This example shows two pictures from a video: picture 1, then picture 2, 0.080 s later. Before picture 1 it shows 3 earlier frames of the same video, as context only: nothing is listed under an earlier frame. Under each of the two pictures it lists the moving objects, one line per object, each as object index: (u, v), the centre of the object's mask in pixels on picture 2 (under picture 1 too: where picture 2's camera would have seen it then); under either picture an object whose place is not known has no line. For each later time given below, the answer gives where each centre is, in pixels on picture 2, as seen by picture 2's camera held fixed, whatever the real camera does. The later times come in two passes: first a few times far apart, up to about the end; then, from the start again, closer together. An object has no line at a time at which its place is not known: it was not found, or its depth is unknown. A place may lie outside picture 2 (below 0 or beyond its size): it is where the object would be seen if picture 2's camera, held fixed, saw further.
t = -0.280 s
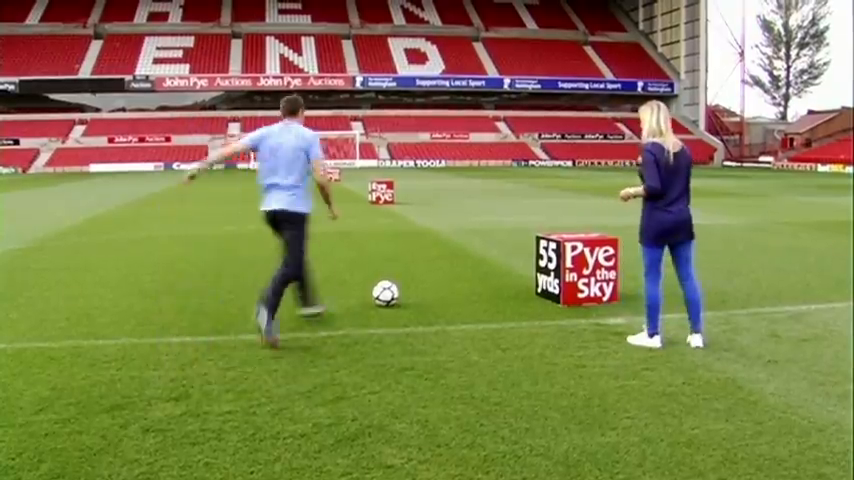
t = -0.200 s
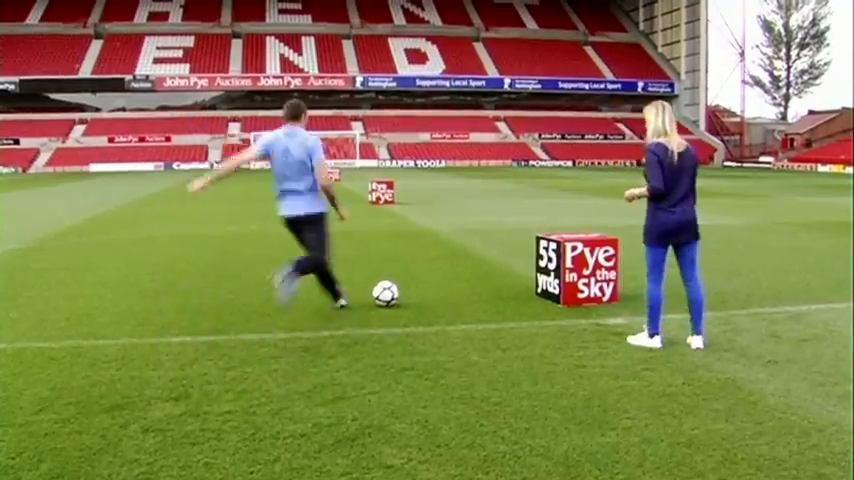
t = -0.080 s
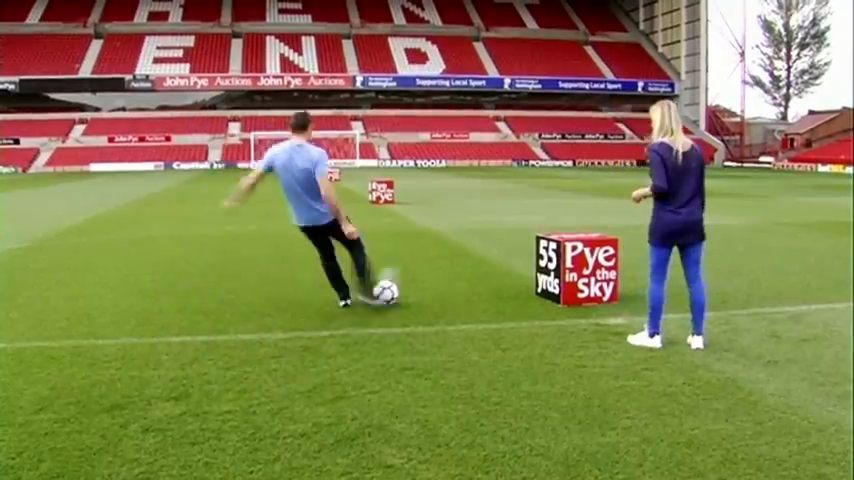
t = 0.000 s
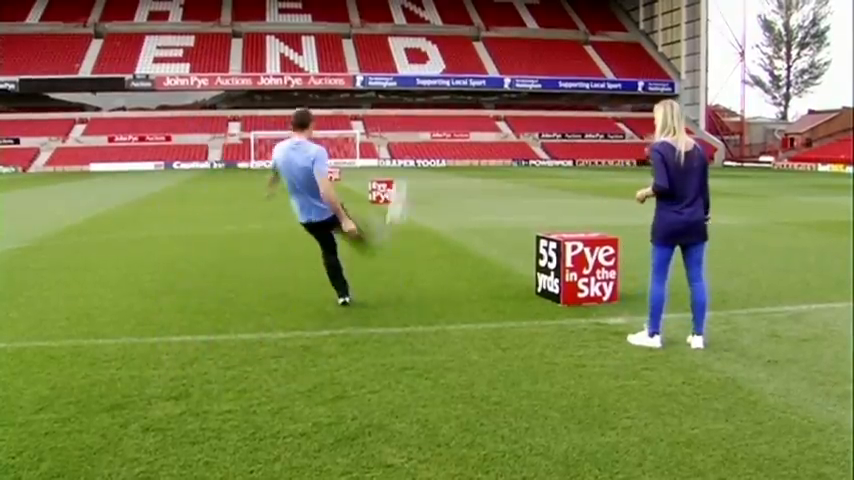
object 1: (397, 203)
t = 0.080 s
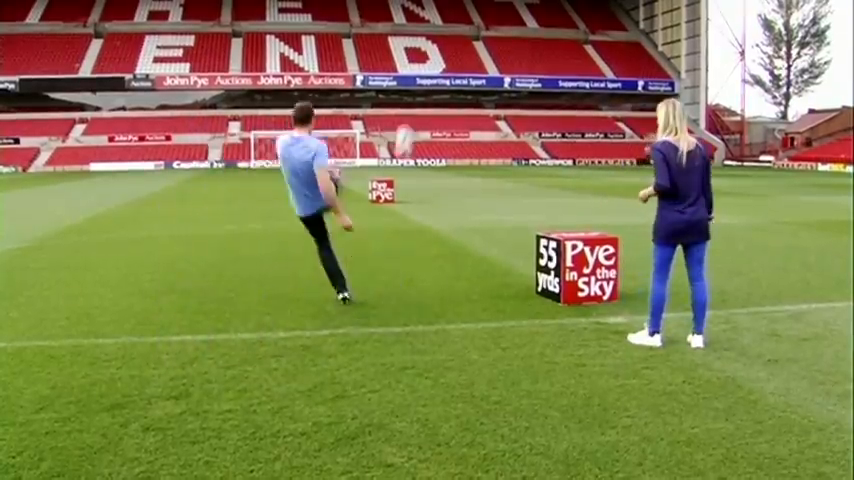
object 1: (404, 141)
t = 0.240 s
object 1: (403, 71)
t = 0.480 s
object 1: (390, 28)
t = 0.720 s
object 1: (372, 17)
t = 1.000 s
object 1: (350, 27)
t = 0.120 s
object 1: (404, 118)
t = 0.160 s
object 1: (404, 99)
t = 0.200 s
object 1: (404, 86)
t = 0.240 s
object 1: (403, 71)
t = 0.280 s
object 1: (401, 59)
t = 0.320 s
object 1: (398, 50)
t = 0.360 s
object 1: (397, 43)
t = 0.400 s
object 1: (394, 37)
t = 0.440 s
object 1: (392, 32)
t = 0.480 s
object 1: (390, 28)
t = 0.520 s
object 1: (386, 24)
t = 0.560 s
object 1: (383, 22)
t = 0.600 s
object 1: (380, 19)
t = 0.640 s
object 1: (378, 18)
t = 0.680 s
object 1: (375, 18)
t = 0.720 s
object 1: (372, 17)
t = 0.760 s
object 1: (368, 18)
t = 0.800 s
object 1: (365, 18)
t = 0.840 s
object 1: (362, 19)
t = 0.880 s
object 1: (359, 20)
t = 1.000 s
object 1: (350, 27)
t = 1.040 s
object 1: (347, 29)
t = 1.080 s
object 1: (345, 32)
